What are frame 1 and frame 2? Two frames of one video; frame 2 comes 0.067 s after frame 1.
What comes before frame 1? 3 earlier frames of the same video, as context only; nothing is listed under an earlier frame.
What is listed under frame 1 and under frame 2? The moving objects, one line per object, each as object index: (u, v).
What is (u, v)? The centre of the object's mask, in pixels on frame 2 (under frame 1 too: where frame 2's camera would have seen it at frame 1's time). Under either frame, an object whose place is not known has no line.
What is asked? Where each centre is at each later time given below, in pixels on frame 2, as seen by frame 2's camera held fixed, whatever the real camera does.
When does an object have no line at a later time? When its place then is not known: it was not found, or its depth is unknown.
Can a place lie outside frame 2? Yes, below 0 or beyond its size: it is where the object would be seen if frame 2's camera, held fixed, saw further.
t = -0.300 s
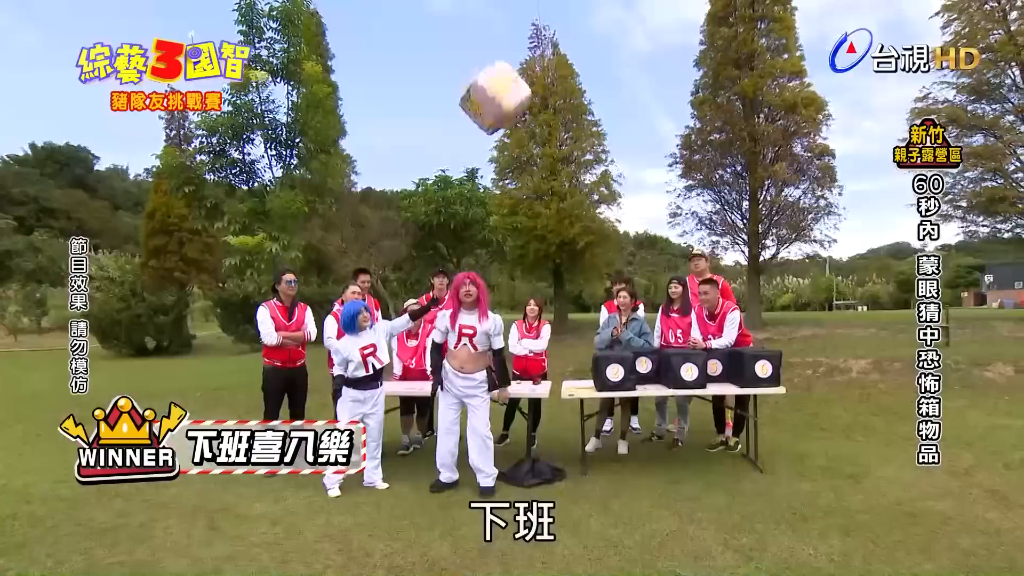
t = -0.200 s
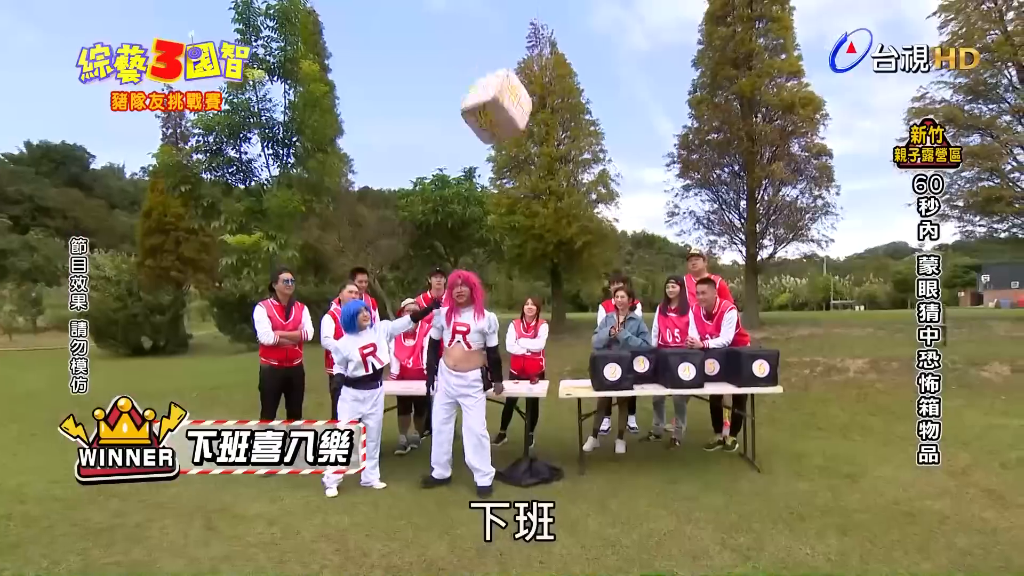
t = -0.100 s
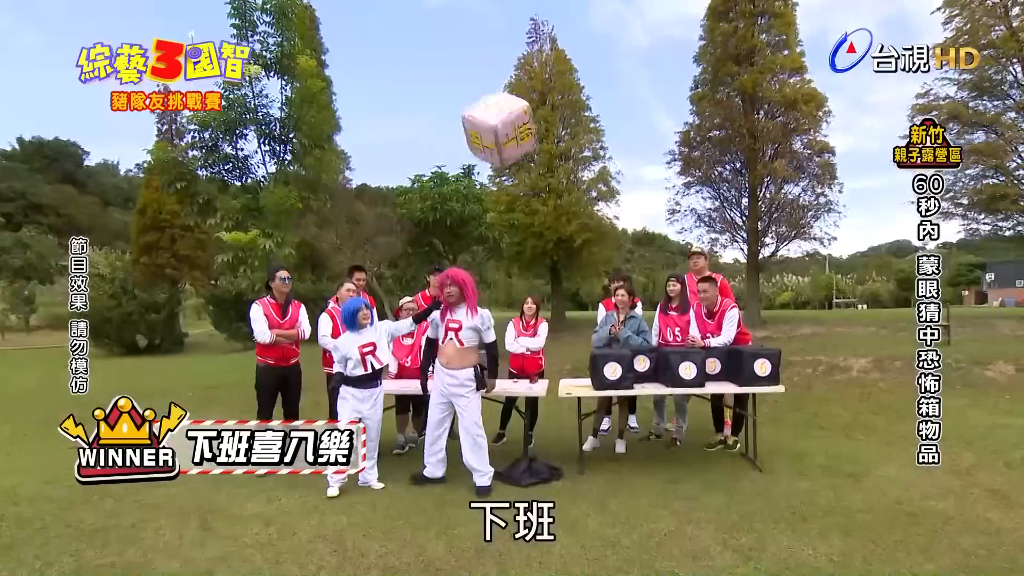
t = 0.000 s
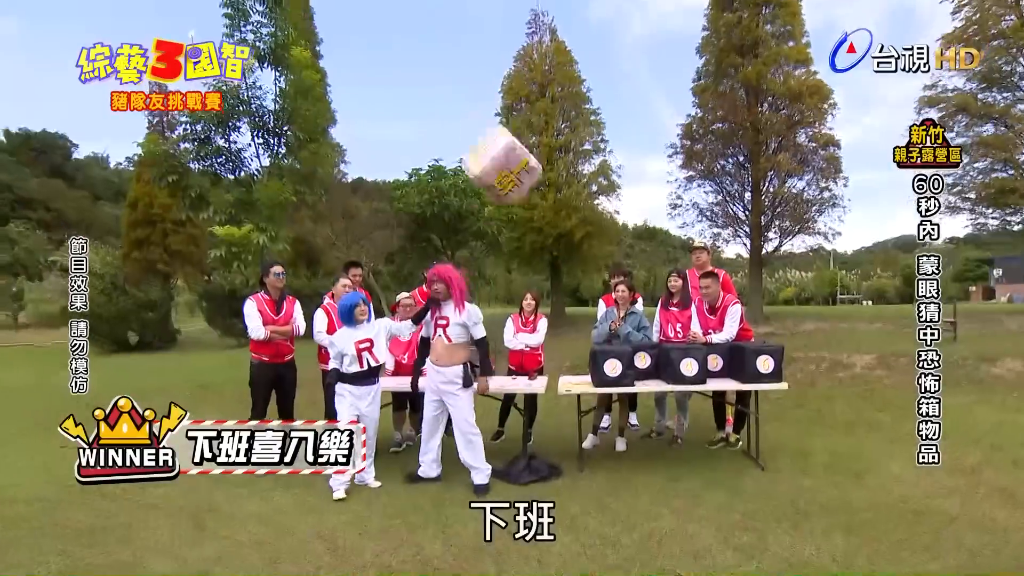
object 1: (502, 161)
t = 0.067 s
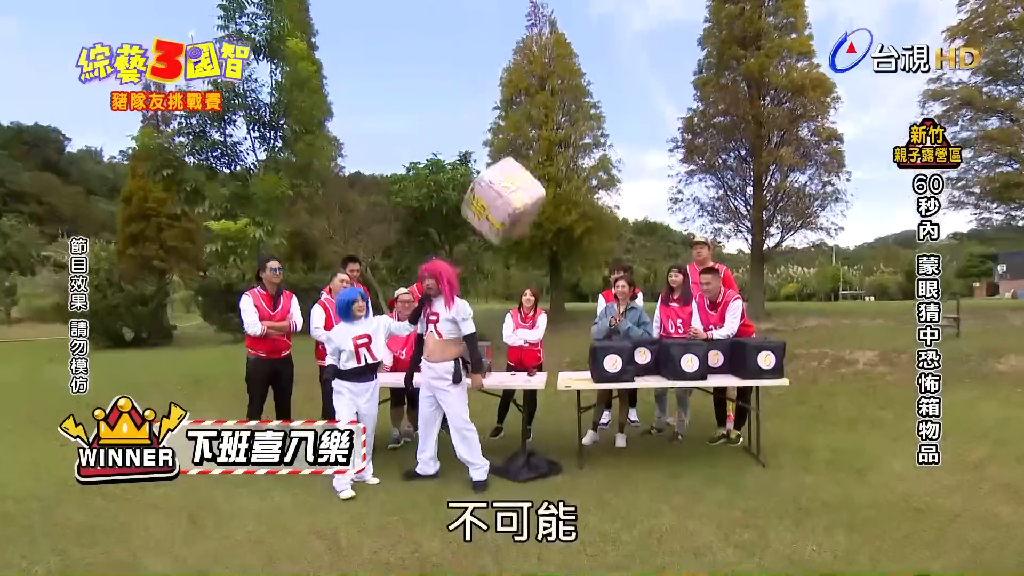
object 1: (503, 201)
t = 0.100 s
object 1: (504, 225)
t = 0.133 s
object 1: (506, 253)
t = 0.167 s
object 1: (508, 281)
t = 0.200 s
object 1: (509, 313)
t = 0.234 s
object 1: (509, 345)
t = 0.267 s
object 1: (513, 385)
